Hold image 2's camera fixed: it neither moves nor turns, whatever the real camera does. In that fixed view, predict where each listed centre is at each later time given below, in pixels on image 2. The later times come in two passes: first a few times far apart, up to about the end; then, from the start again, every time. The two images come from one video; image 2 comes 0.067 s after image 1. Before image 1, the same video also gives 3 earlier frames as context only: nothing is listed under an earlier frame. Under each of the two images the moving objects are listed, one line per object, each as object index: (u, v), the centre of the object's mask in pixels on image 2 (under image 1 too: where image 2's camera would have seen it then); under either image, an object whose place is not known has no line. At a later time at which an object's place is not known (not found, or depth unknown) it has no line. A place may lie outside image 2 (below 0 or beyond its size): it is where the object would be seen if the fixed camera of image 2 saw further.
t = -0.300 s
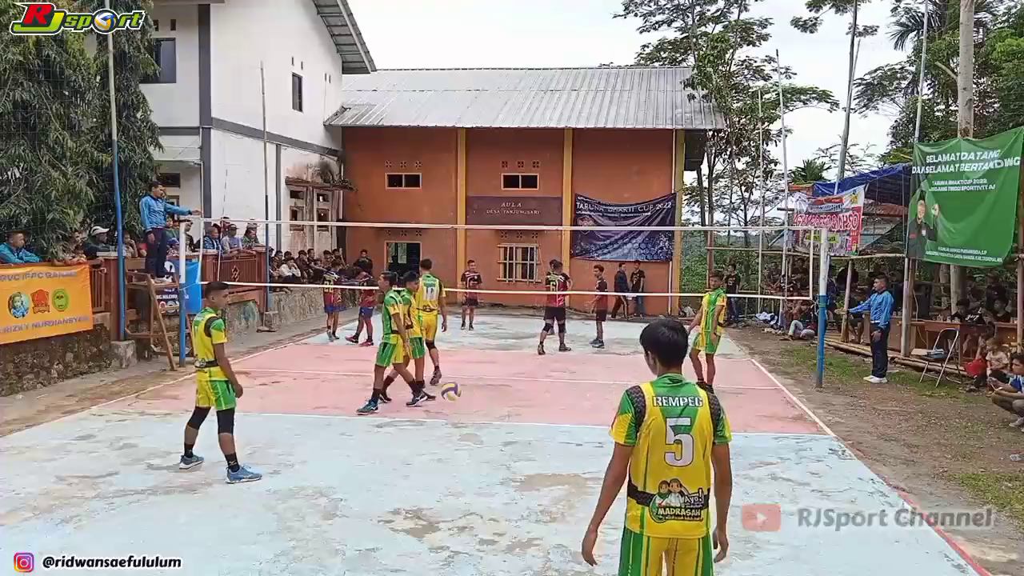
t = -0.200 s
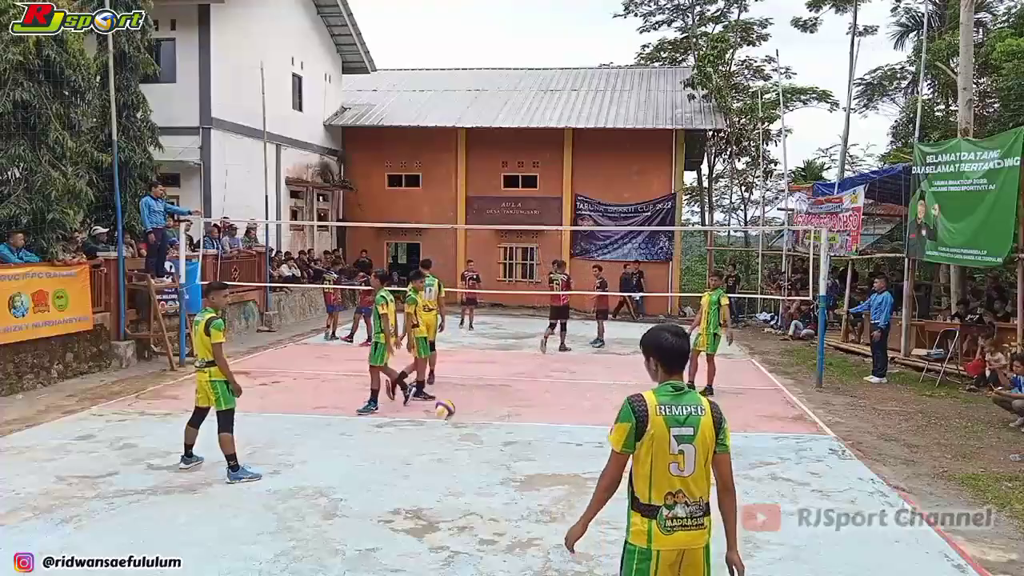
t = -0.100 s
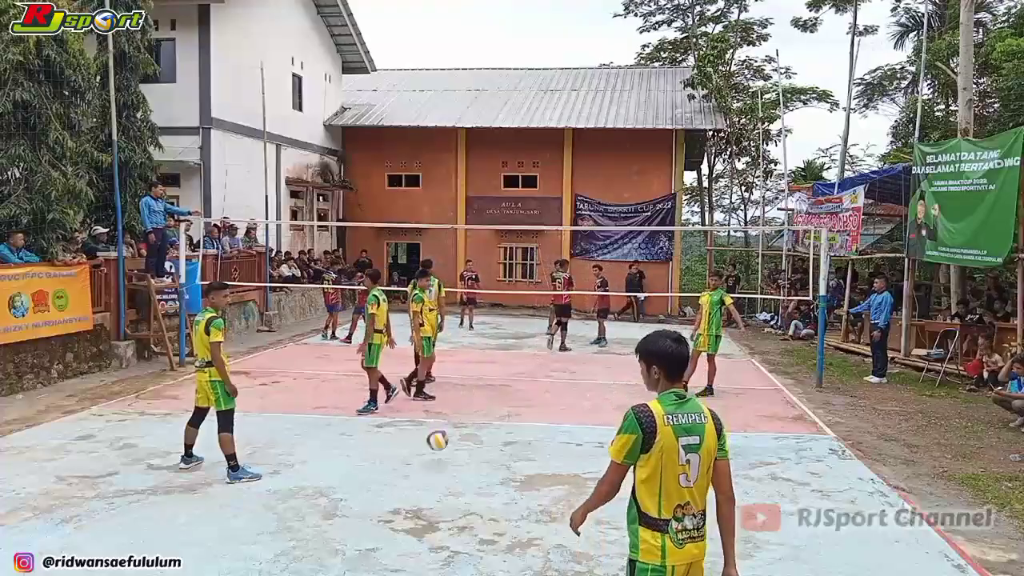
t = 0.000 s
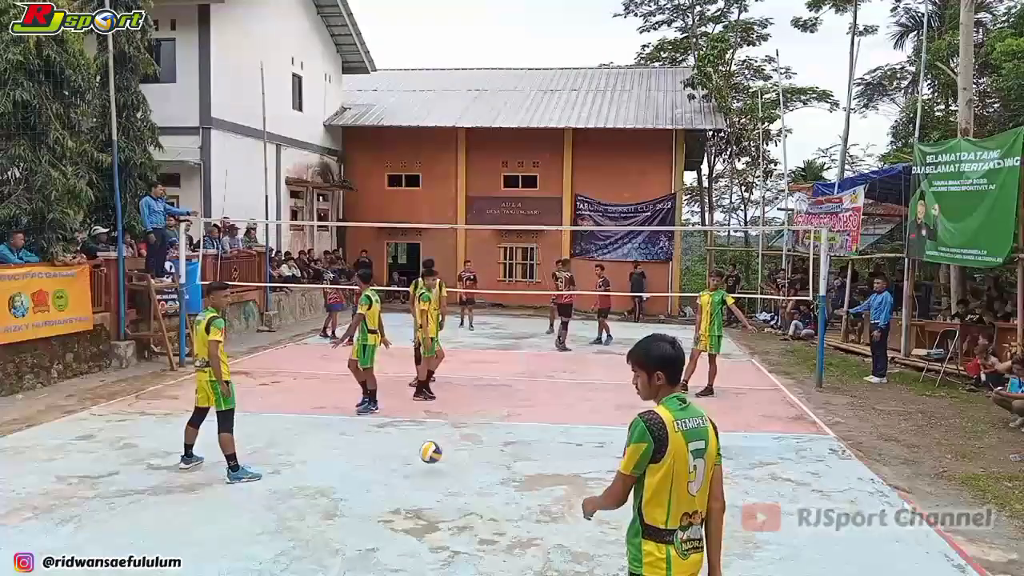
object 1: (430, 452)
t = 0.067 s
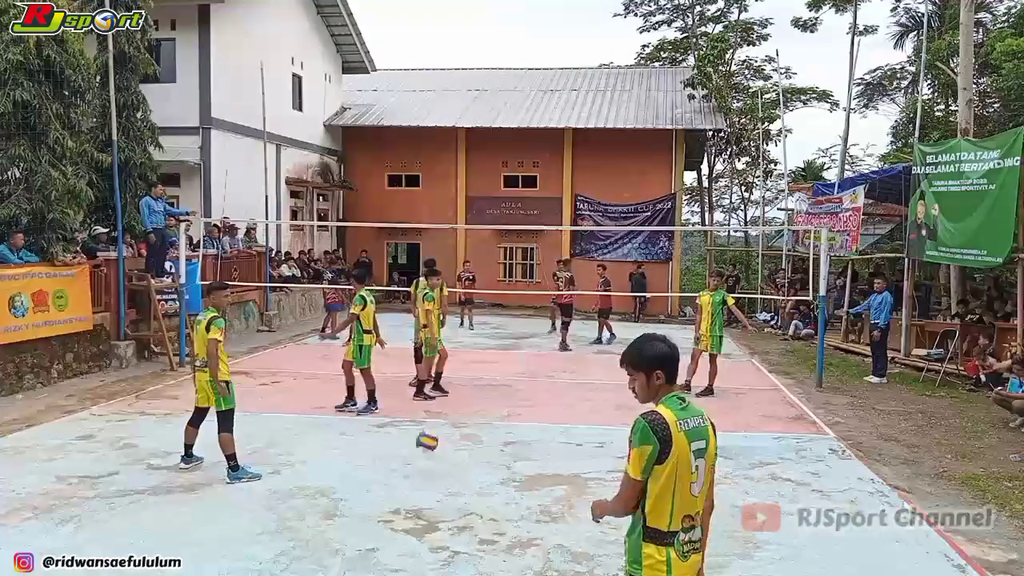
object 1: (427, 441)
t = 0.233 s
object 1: (415, 432)
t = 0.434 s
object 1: (399, 467)
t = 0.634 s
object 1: (381, 505)
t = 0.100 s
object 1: (424, 437)
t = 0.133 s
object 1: (422, 434)
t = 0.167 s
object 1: (420, 432)
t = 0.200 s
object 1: (418, 432)
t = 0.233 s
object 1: (415, 432)
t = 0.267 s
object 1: (413, 434)
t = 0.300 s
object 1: (410, 438)
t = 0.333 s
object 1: (408, 442)
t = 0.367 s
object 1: (404, 449)
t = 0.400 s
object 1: (402, 458)
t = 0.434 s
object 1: (399, 467)
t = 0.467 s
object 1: (396, 478)
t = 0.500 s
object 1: (393, 491)
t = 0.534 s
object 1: (390, 505)
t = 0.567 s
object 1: (387, 518)
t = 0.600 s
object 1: (384, 511)
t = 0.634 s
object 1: (381, 505)
